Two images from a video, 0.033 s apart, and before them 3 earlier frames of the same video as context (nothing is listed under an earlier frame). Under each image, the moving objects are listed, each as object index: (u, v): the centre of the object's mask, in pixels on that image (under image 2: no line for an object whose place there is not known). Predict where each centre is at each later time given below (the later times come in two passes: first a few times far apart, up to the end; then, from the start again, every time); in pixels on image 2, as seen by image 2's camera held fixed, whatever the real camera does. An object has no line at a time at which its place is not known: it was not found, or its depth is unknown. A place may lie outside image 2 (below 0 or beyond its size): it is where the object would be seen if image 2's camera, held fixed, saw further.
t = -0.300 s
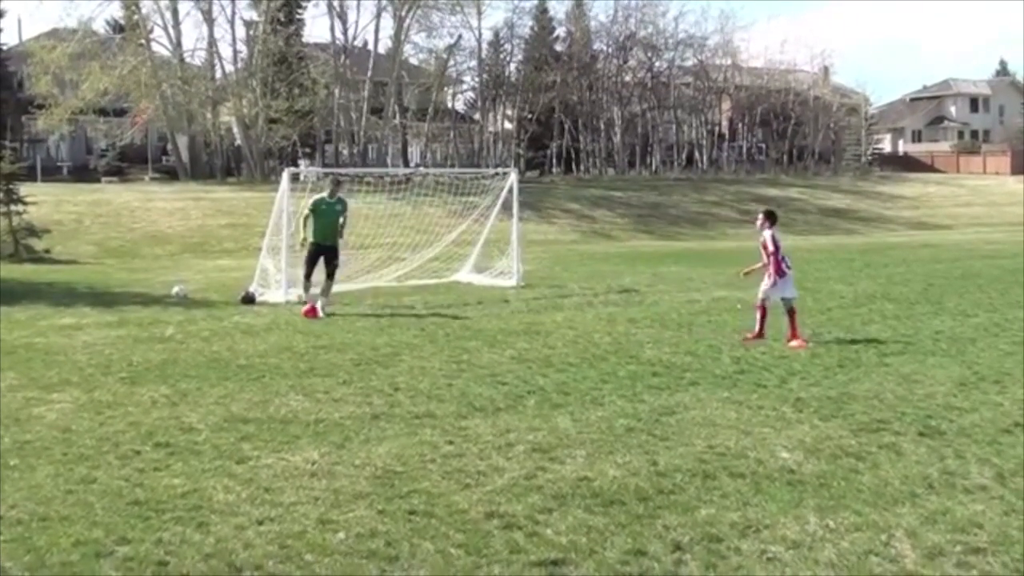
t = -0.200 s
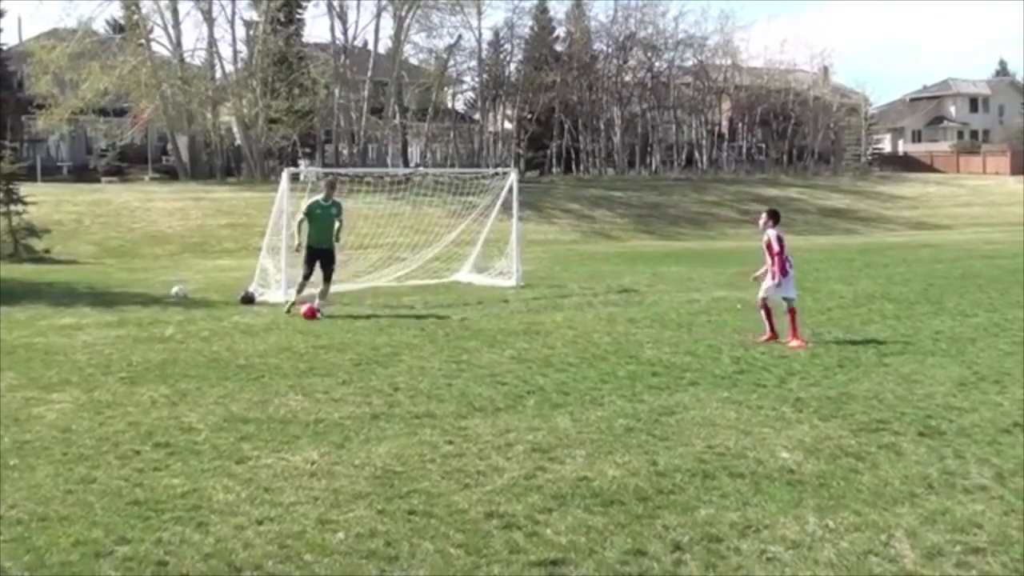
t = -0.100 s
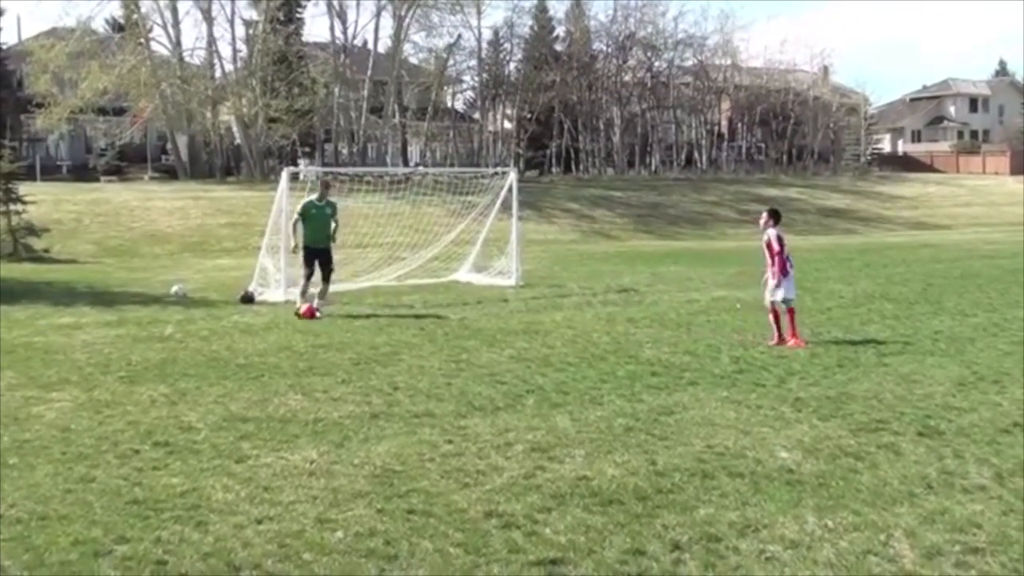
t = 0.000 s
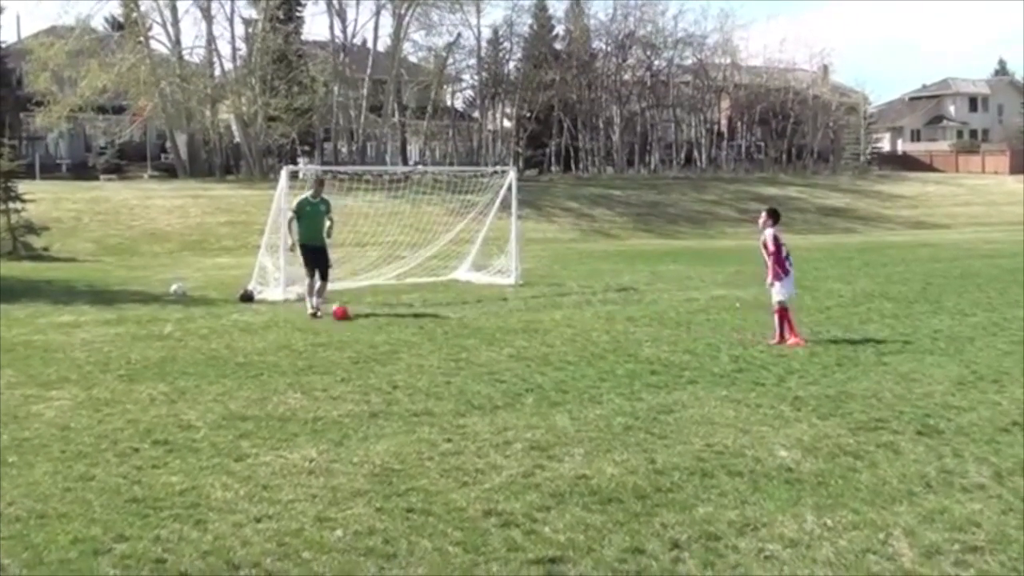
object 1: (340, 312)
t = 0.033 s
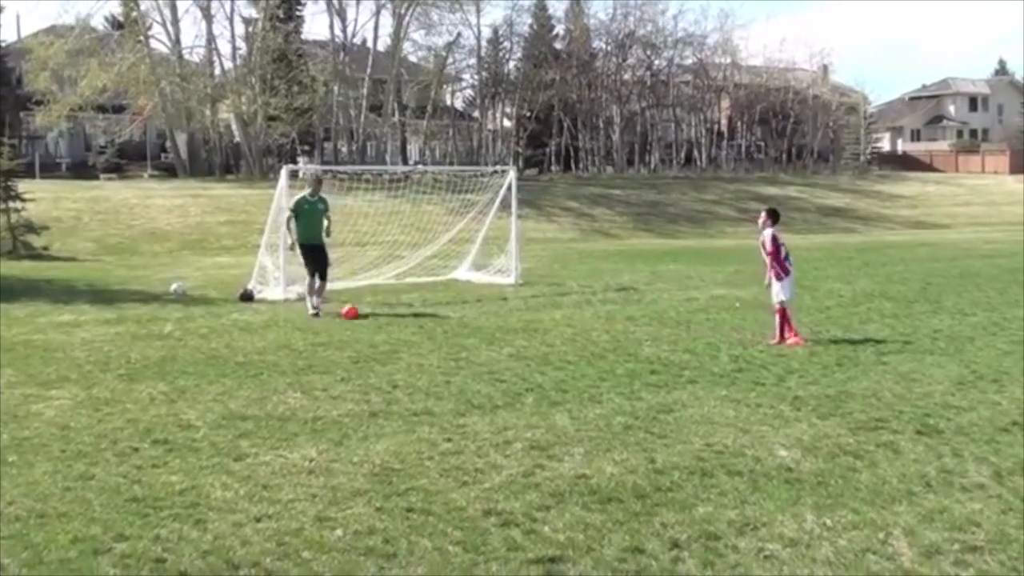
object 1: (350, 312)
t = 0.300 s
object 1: (414, 312)
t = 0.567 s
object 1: (463, 313)
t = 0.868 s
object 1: (514, 318)
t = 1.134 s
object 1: (555, 319)
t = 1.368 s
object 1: (586, 321)
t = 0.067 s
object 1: (361, 312)
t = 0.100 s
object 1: (368, 312)
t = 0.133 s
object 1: (377, 312)
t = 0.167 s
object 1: (386, 312)
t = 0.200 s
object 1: (395, 314)
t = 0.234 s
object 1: (402, 314)
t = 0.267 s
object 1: (408, 312)
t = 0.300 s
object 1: (414, 312)
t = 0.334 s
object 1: (421, 313)
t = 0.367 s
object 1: (426, 314)
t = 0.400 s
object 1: (433, 316)
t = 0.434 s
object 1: (440, 317)
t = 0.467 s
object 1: (445, 315)
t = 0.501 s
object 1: (450, 314)
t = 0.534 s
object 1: (457, 313)
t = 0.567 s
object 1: (463, 313)
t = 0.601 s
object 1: (469, 314)
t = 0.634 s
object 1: (475, 317)
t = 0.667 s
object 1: (480, 318)
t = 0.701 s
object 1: (486, 319)
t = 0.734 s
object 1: (492, 319)
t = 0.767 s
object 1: (498, 319)
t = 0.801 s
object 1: (504, 319)
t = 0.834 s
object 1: (509, 319)
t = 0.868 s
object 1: (514, 318)
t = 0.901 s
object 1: (521, 320)
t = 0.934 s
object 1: (525, 319)
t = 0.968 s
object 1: (531, 320)
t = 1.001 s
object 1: (536, 320)
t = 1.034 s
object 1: (541, 320)
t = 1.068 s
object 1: (546, 321)
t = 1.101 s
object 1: (551, 320)
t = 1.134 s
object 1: (555, 319)
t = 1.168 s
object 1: (561, 319)
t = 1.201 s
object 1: (565, 320)
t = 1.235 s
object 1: (570, 321)
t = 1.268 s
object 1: (574, 323)
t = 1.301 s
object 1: (579, 323)
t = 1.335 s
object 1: (583, 321)
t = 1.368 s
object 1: (586, 321)
